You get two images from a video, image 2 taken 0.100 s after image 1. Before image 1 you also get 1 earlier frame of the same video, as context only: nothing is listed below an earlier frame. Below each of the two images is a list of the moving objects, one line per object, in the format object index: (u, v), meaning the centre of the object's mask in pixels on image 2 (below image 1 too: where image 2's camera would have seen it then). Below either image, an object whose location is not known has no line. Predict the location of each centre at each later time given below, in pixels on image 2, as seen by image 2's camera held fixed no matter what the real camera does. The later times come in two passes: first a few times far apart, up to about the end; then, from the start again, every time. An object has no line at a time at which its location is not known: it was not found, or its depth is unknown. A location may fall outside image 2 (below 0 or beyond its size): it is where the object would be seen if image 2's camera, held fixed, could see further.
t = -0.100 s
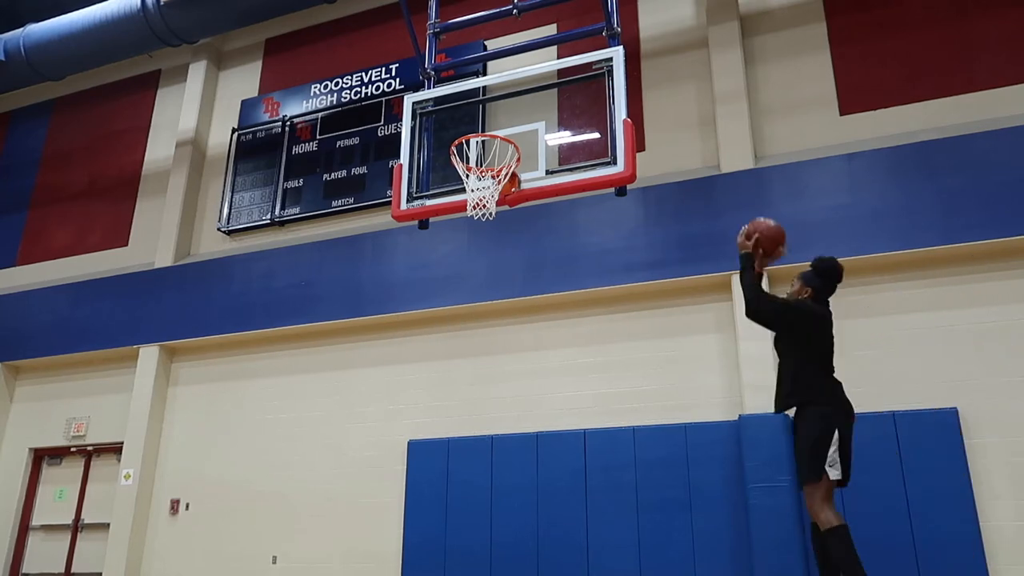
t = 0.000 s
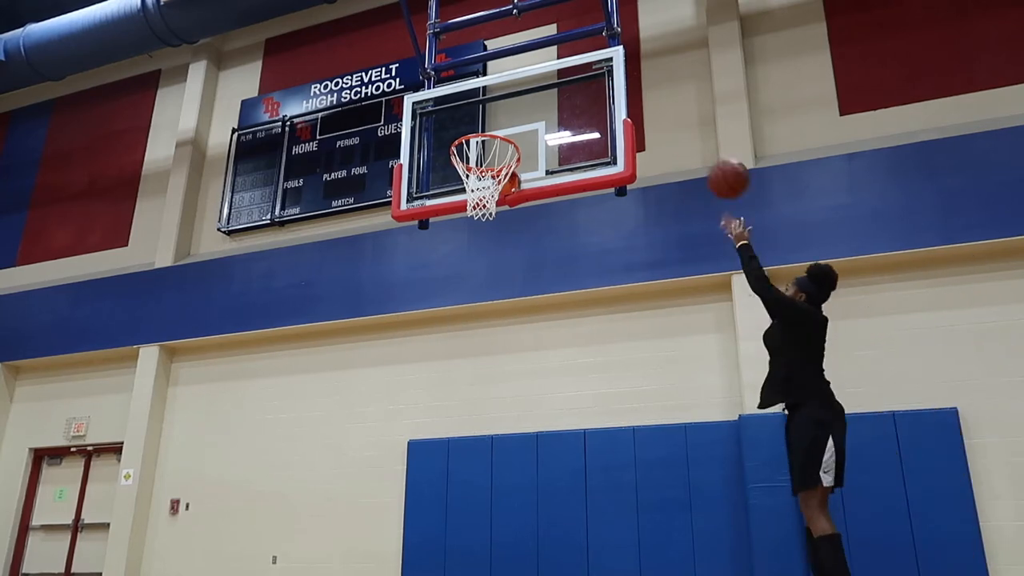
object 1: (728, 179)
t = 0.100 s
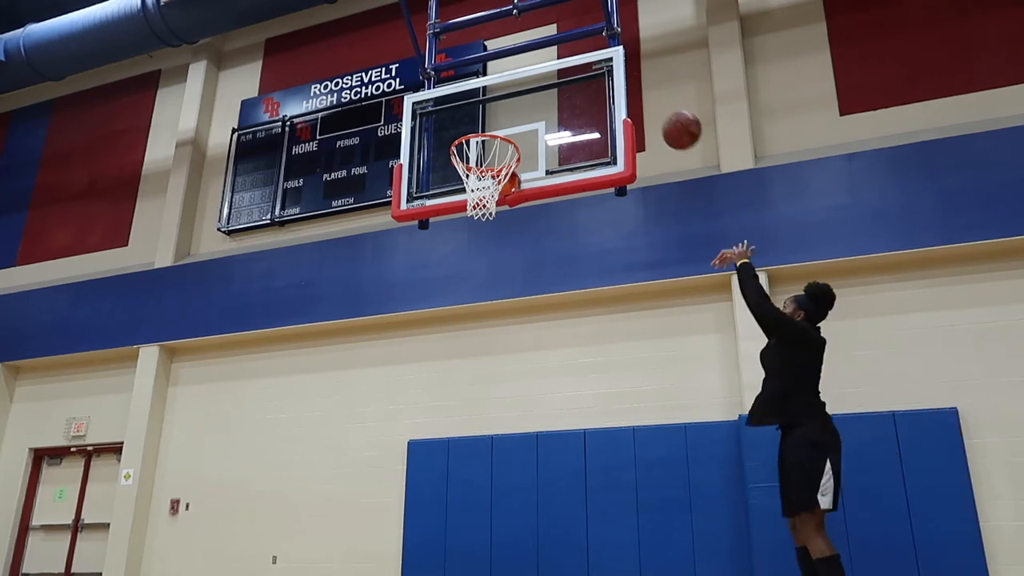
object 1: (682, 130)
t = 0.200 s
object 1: (641, 99)
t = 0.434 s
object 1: (560, 85)
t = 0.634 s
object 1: (499, 122)
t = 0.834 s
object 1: (493, 154)
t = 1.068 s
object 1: (475, 228)
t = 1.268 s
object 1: (460, 325)
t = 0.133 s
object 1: (668, 118)
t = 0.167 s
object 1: (653, 108)
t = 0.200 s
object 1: (641, 99)
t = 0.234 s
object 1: (628, 93)
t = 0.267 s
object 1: (615, 88)
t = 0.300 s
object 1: (603, 85)
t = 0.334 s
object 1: (592, 82)
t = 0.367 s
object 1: (581, 81)
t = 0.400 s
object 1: (571, 81)
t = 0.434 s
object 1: (560, 85)
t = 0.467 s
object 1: (549, 89)
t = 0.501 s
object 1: (539, 93)
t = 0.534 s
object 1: (528, 99)
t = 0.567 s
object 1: (518, 106)
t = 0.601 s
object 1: (508, 114)
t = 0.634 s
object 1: (499, 122)
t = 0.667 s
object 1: (489, 131)
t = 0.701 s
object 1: (480, 150)
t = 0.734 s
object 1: (476, 154)
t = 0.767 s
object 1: (483, 152)
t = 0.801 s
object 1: (491, 153)
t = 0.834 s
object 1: (493, 154)
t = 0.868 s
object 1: (490, 163)
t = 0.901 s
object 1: (486, 174)
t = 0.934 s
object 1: (485, 181)
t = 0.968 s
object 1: (482, 202)
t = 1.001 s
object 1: (479, 210)
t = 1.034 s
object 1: (477, 216)
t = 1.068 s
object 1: (475, 228)
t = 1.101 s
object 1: (472, 240)
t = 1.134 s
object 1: (470, 254)
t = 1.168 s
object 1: (468, 269)
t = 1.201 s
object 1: (465, 286)
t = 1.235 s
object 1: (463, 305)
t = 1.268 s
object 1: (460, 325)
